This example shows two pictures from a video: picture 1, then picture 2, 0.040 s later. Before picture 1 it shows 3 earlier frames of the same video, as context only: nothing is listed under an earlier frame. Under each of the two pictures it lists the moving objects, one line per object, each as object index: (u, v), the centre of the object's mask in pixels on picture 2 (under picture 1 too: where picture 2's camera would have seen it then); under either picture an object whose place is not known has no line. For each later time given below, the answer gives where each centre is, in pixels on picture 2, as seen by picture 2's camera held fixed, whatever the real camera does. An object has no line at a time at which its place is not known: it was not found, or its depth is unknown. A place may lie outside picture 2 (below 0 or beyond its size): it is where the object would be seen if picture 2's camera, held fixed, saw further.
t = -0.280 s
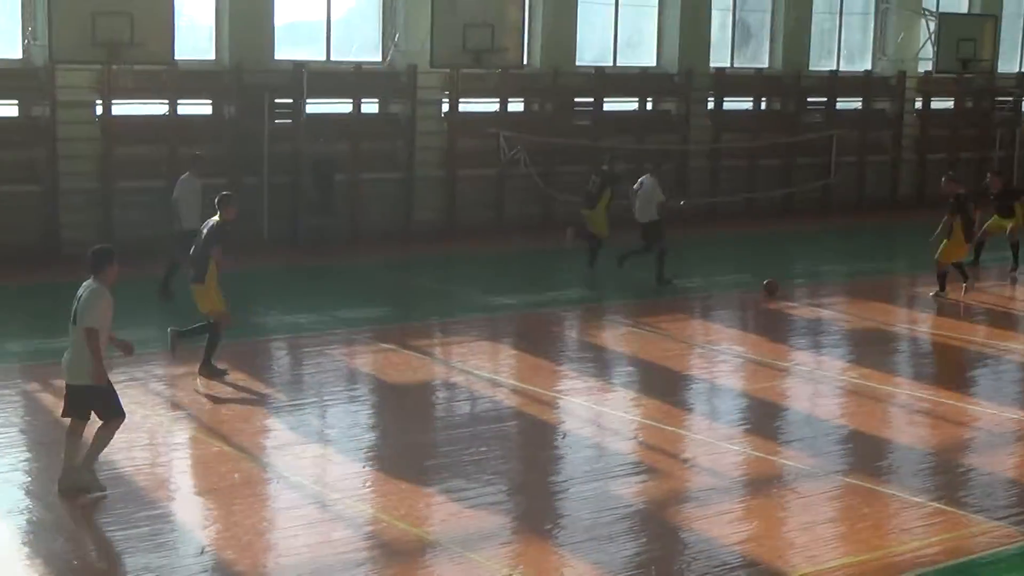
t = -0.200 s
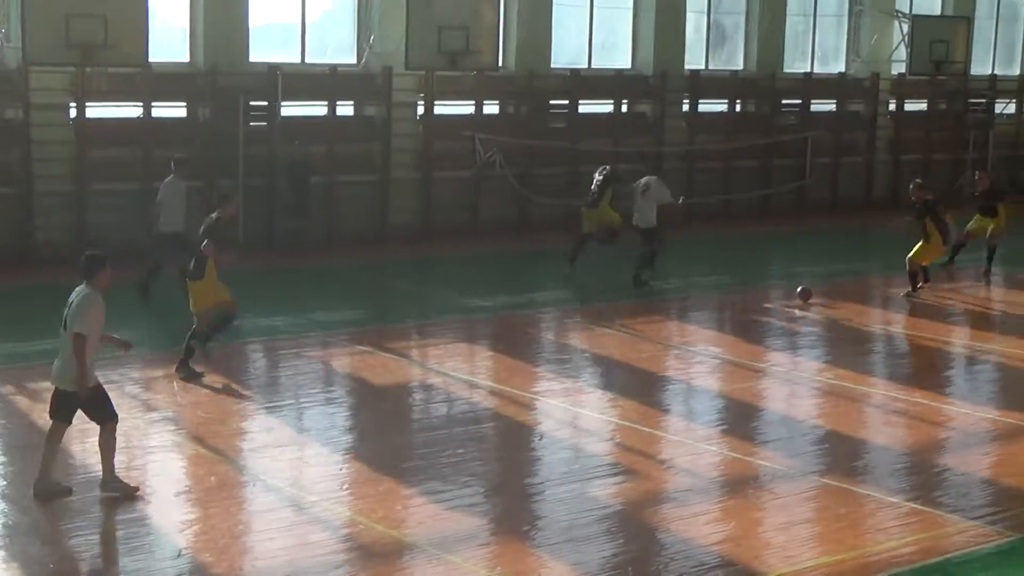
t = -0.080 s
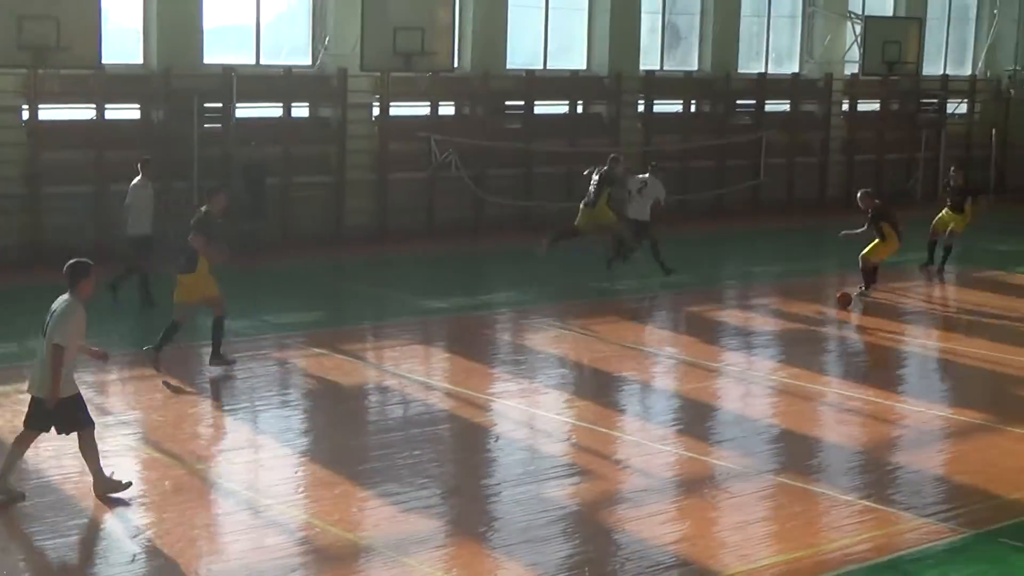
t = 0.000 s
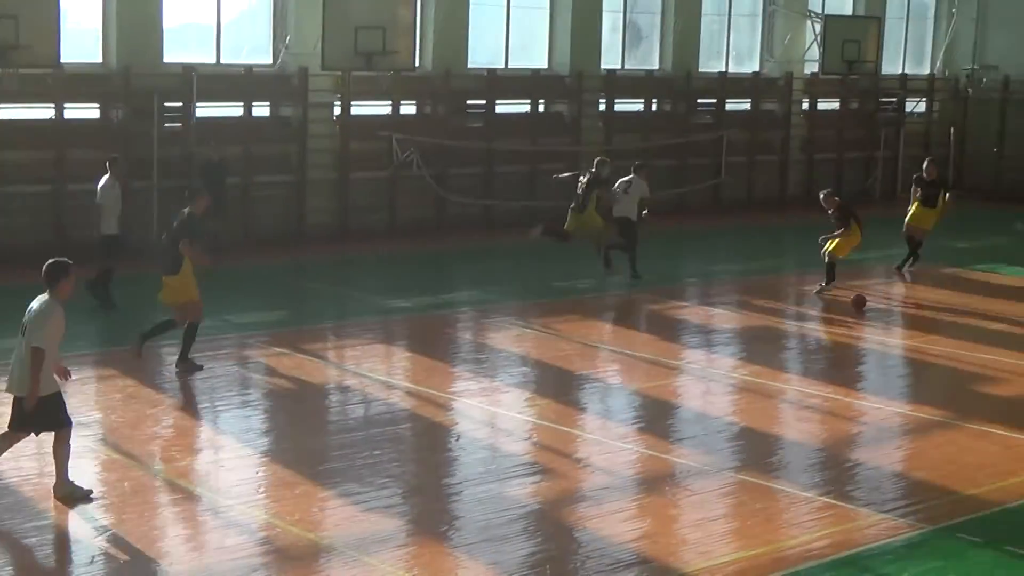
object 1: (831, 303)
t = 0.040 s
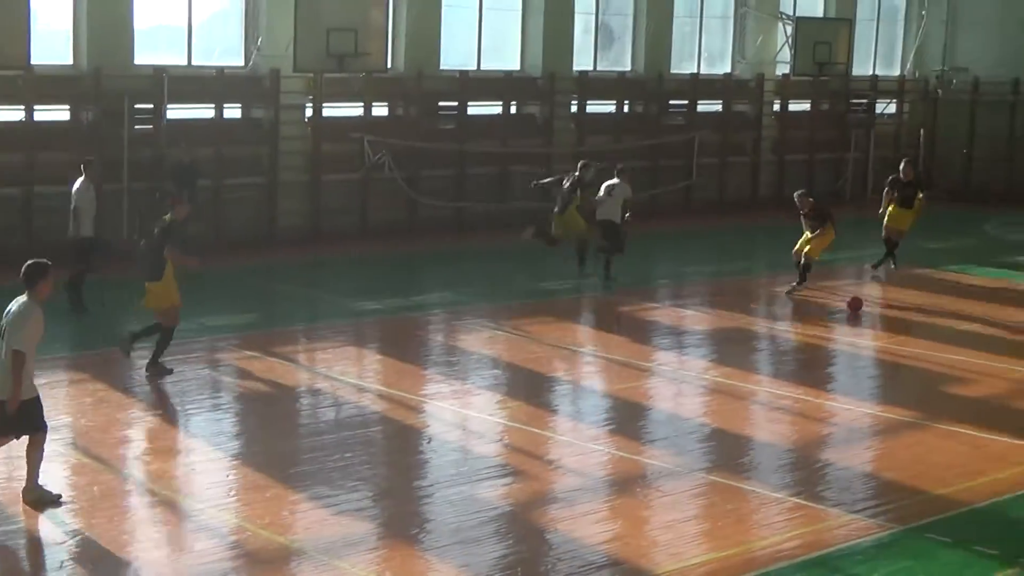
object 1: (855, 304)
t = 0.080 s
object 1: (880, 306)
